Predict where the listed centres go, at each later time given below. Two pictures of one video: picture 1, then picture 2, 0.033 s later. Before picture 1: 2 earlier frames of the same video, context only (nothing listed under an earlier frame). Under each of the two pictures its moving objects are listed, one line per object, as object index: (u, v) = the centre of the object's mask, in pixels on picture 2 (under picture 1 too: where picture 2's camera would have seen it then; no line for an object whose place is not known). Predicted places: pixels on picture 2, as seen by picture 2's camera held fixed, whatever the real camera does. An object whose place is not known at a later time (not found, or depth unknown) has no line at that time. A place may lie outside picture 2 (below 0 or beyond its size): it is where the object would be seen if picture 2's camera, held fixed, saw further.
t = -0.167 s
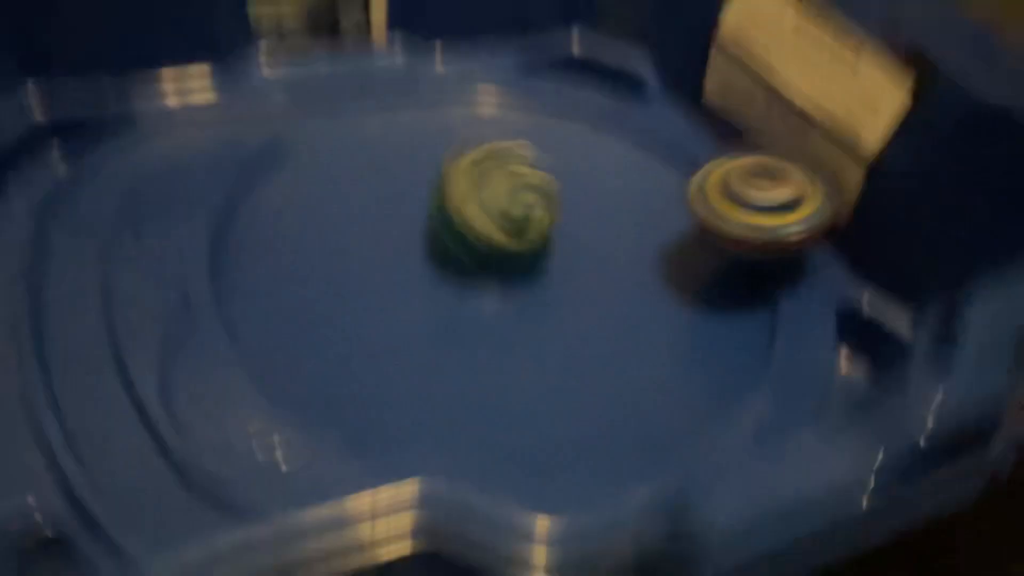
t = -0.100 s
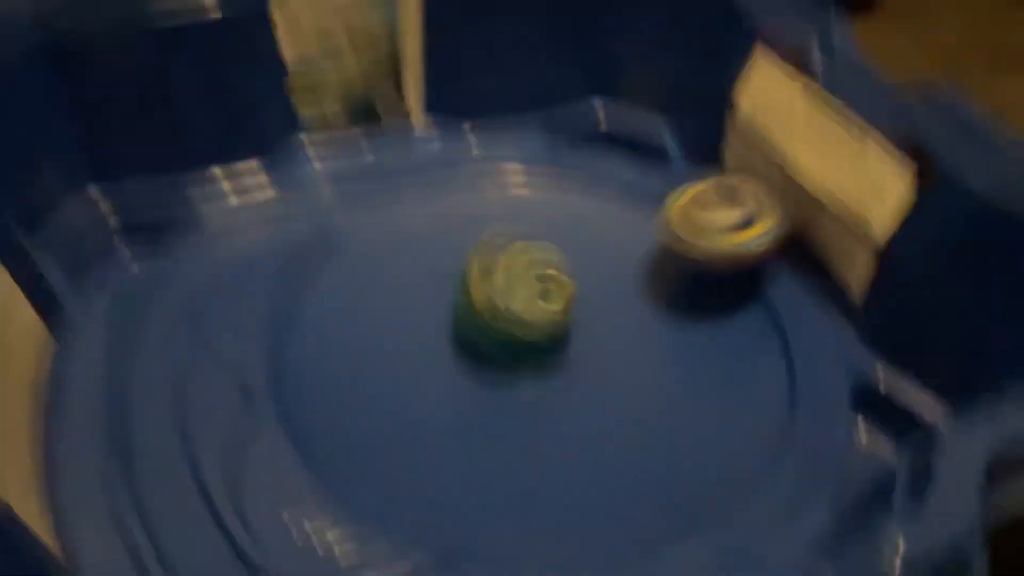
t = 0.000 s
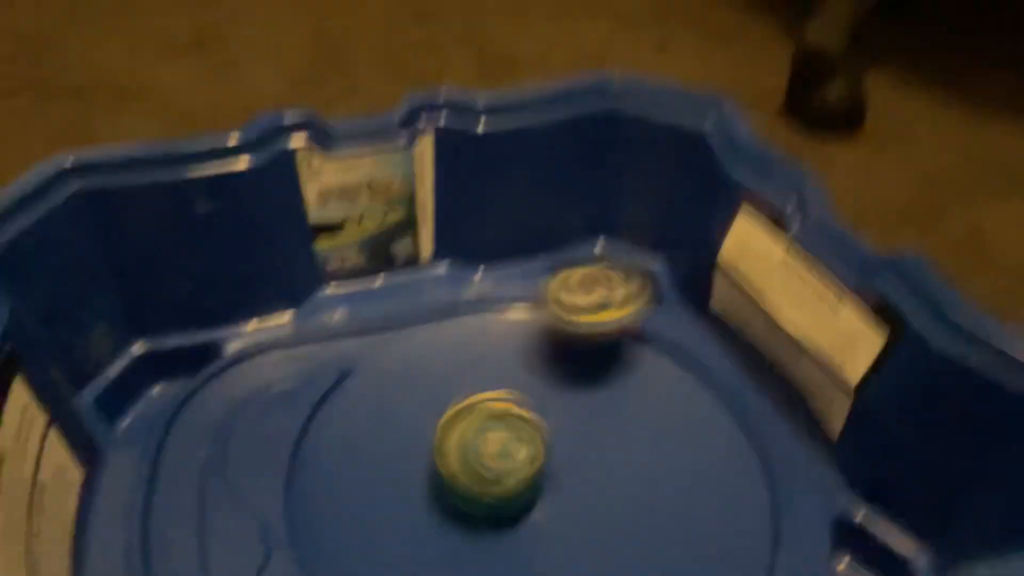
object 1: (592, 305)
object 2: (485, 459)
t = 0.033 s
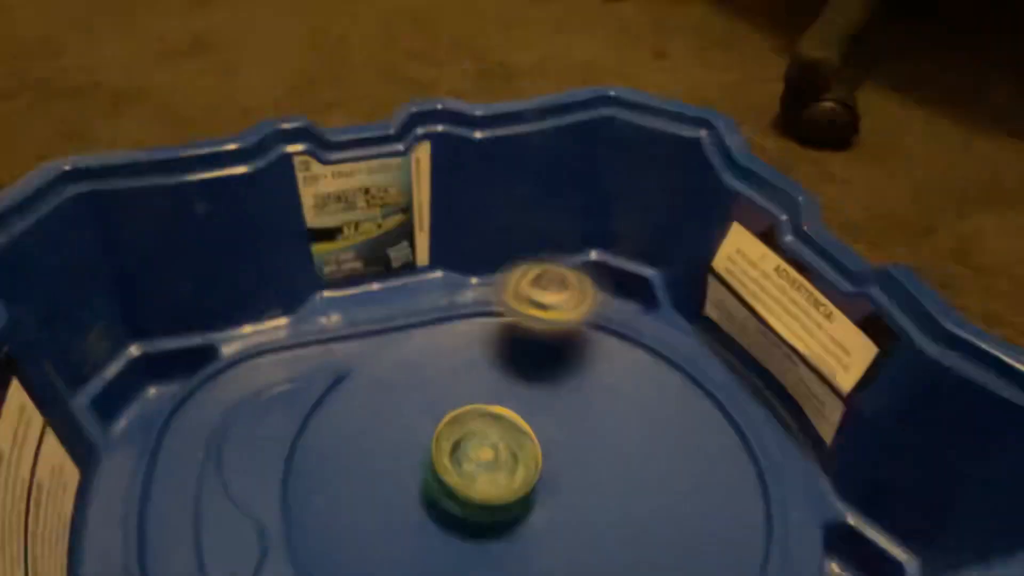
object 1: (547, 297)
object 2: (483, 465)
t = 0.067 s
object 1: (506, 292)
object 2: (484, 465)
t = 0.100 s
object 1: (465, 294)
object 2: (481, 467)
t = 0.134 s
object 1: (427, 303)
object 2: (479, 471)
